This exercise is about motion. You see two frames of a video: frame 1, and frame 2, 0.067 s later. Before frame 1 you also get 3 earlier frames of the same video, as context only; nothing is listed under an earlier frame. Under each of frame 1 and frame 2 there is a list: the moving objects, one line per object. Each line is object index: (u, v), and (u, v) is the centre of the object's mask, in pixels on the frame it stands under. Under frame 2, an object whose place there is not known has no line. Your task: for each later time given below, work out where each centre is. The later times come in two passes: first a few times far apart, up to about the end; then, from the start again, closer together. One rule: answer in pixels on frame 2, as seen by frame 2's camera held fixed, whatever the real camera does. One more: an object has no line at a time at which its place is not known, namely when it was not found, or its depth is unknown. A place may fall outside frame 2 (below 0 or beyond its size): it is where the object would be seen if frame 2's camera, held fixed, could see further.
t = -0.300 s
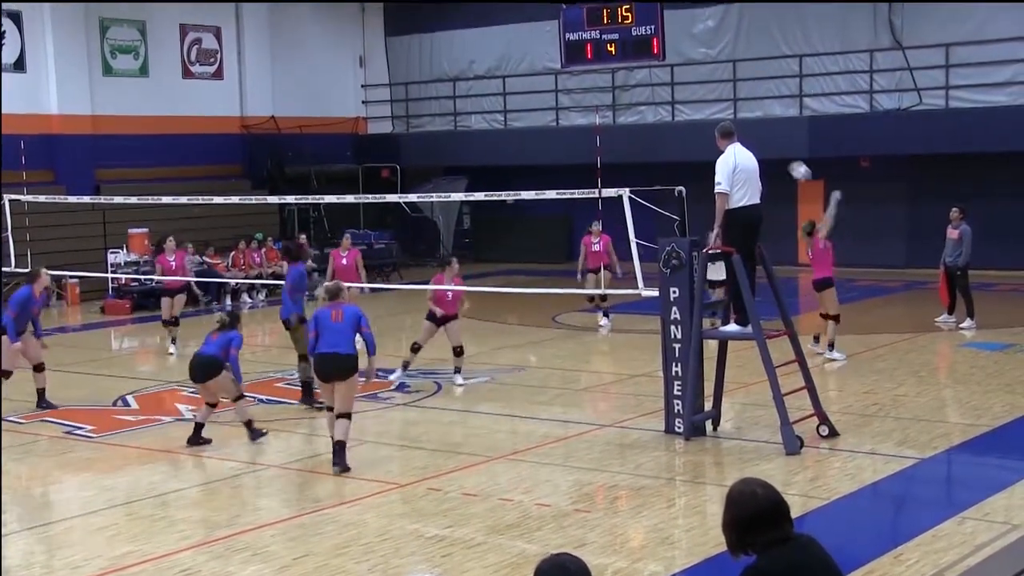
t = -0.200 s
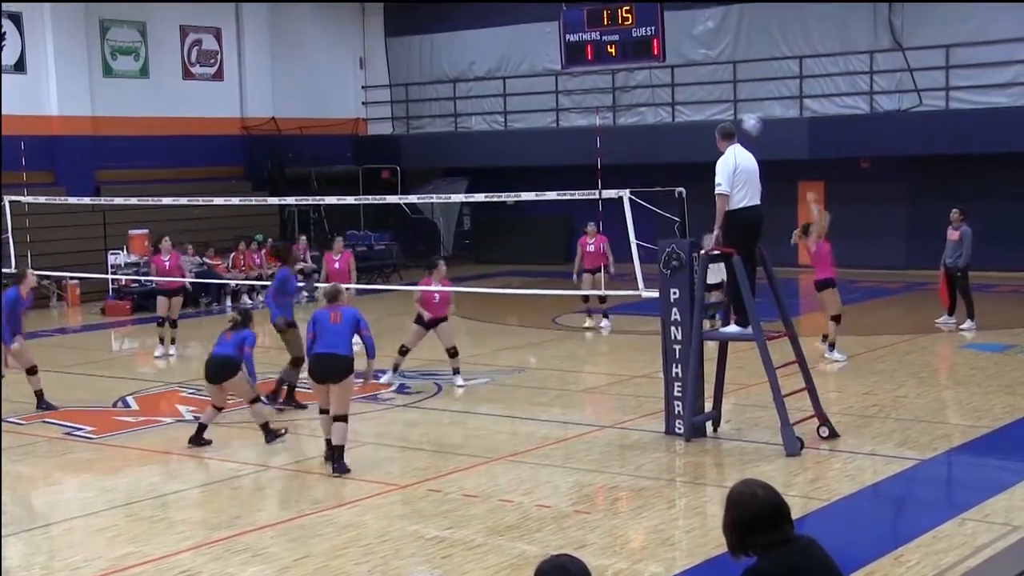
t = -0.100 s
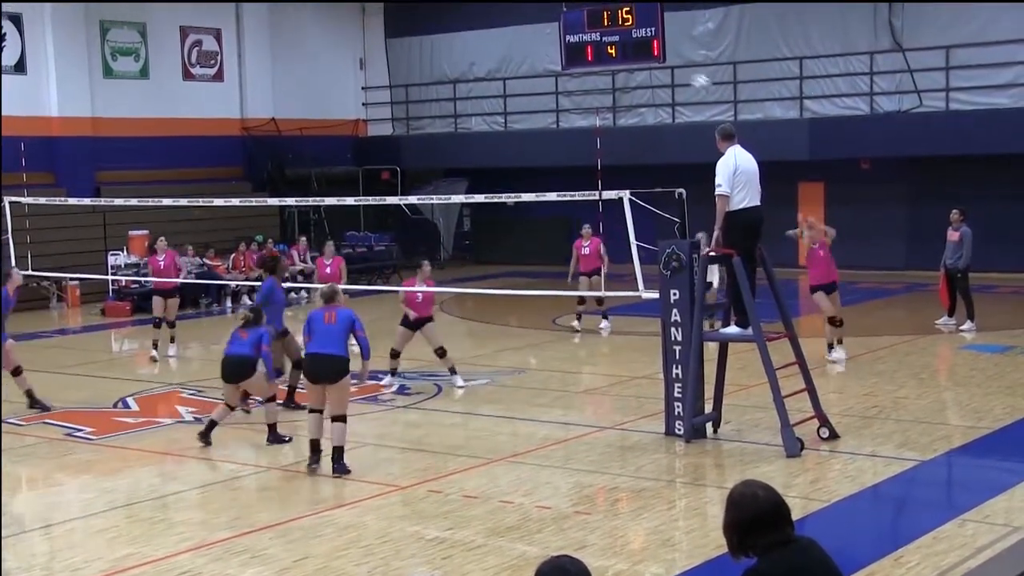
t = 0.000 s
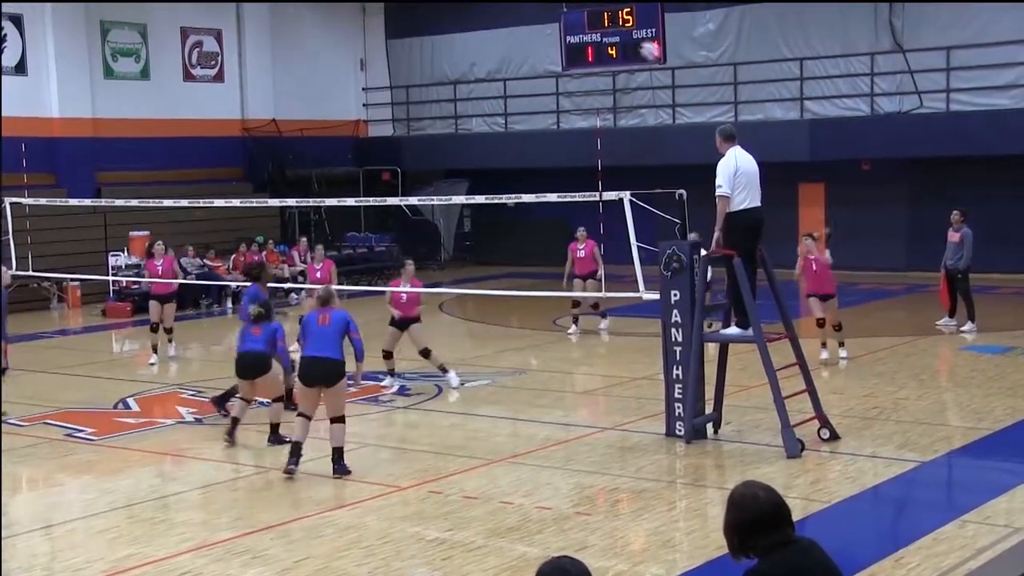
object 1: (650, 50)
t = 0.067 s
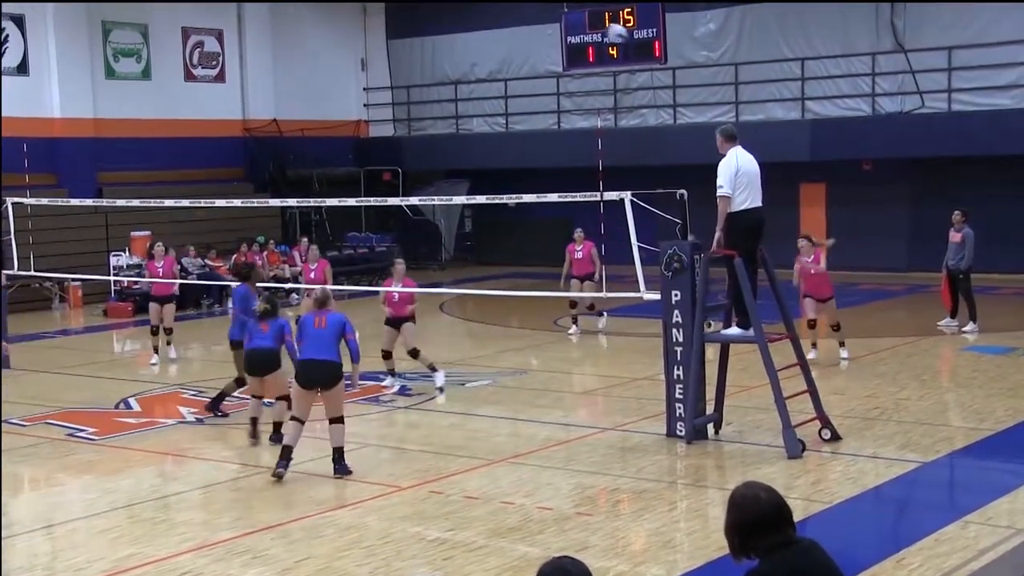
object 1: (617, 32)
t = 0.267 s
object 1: (509, 6)
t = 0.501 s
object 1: (385, 9)
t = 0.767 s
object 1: (239, 79)
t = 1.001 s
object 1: (107, 205)
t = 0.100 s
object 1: (598, 25)
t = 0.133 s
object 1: (581, 19)
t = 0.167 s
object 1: (563, 13)
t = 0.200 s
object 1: (546, 9)
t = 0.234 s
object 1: (528, 7)
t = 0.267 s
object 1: (509, 6)
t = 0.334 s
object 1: (474, 5)
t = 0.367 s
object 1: (456, 5)
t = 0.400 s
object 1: (438, 5)
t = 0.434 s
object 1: (420, 6)
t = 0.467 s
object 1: (402, 7)
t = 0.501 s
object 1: (385, 9)
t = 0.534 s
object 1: (366, 14)
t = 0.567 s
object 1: (348, 19)
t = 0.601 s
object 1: (331, 26)
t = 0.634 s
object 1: (312, 34)
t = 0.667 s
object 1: (295, 44)
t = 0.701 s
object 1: (276, 54)
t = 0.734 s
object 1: (257, 67)
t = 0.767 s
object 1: (239, 79)
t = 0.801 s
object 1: (220, 94)
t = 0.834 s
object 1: (201, 108)
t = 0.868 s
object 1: (181, 126)
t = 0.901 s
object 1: (163, 145)
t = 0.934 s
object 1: (144, 164)
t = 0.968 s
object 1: (125, 184)
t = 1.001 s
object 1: (107, 205)
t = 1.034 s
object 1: (87, 229)
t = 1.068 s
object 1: (68, 252)
